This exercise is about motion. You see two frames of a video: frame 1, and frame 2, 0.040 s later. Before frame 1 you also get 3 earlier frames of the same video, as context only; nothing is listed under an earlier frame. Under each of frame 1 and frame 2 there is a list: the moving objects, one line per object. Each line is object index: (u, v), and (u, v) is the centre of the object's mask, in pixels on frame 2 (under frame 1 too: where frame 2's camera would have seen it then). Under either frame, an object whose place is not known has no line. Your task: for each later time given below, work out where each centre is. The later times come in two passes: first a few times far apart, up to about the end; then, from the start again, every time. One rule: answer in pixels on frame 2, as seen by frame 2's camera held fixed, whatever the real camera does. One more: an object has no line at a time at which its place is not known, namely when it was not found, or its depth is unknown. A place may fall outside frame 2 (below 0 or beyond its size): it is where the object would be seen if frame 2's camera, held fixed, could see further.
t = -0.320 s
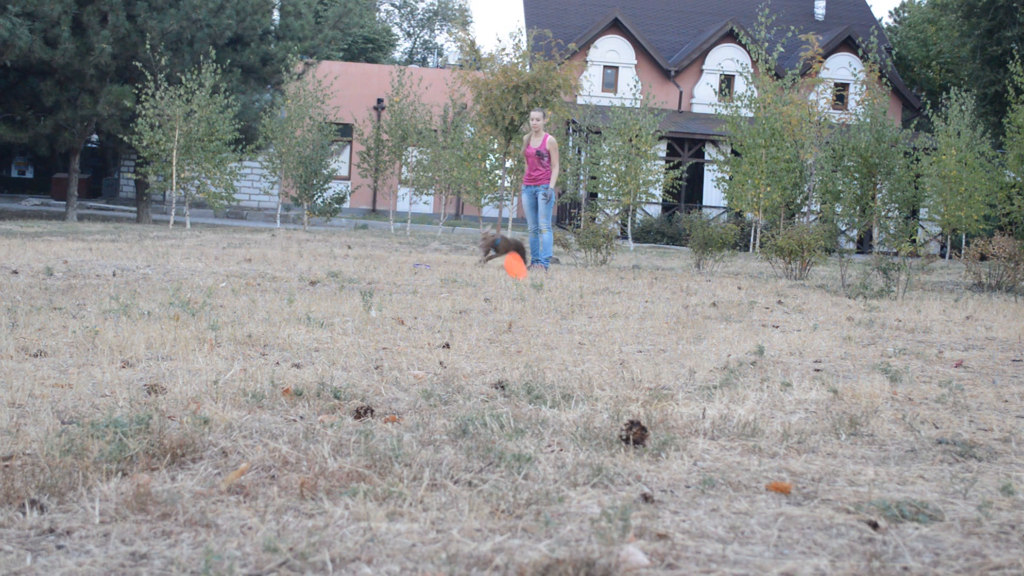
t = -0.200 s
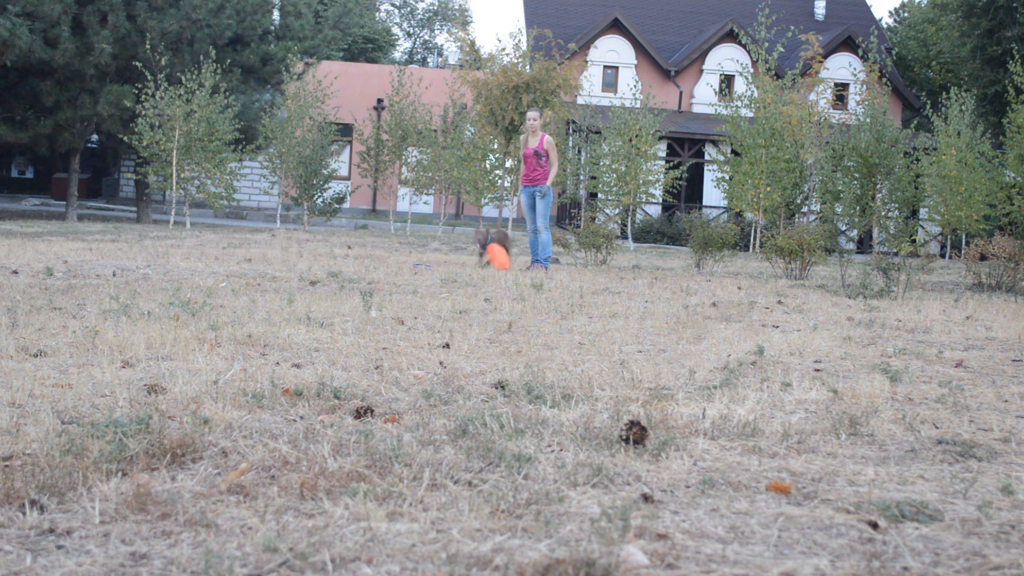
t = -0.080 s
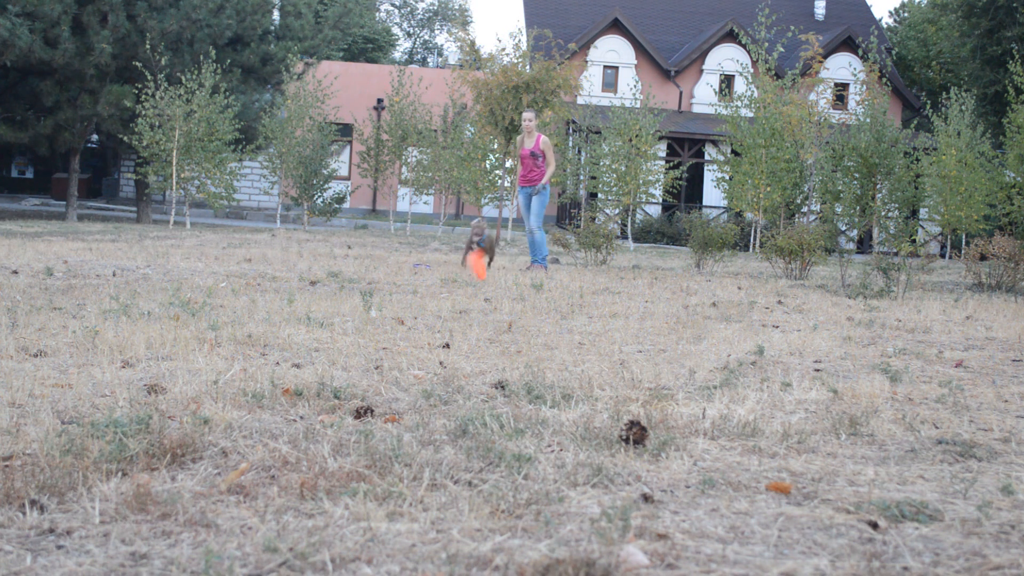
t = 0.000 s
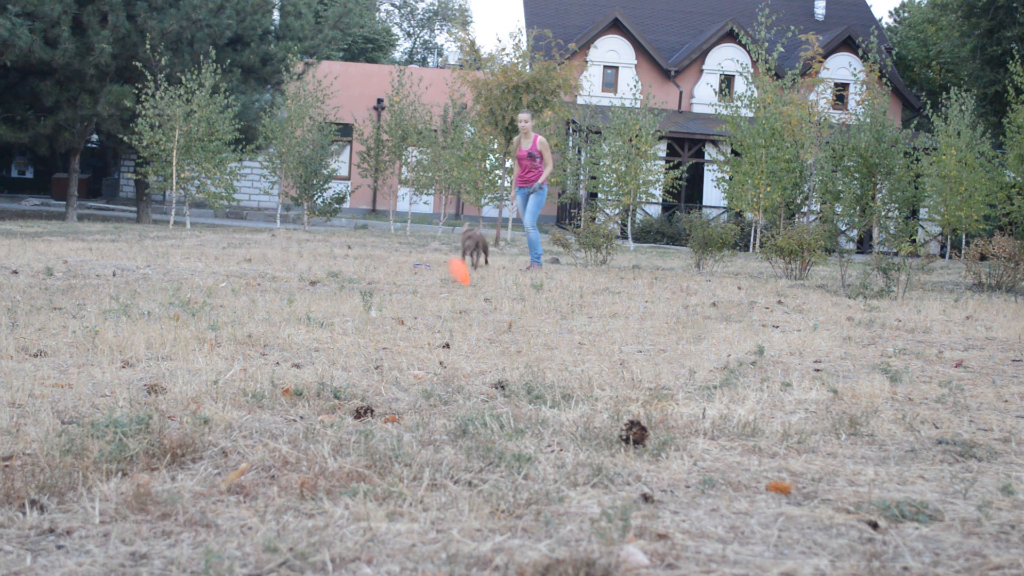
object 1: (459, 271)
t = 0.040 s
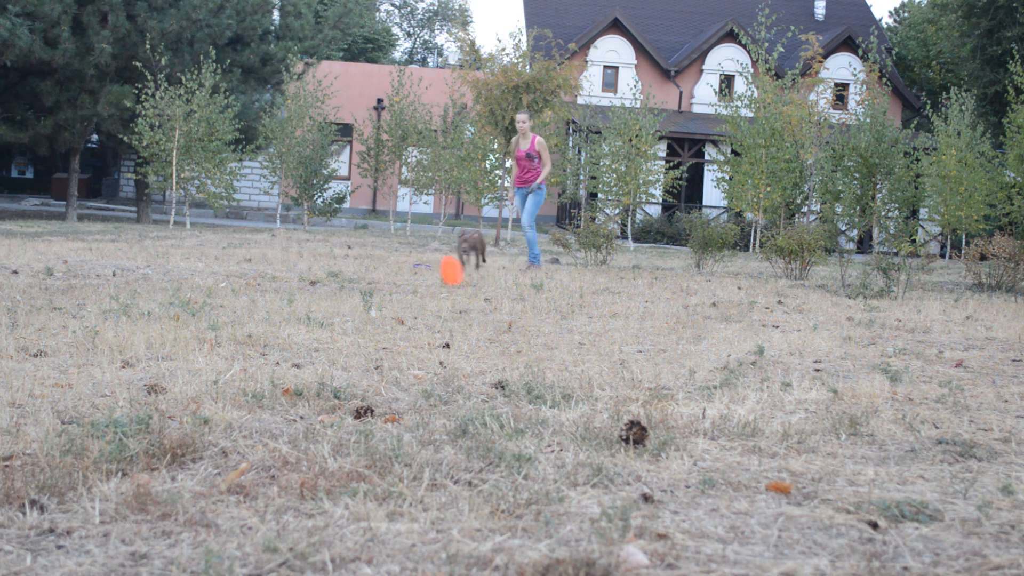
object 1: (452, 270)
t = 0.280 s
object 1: (375, 270)
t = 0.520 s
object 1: (276, 274)
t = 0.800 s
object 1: (130, 276)
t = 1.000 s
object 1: (15, 271)
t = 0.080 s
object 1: (440, 270)
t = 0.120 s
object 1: (430, 271)
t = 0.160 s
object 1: (416, 271)
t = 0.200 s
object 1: (404, 269)
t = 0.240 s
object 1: (389, 268)
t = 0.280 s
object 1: (375, 270)
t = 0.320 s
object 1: (360, 274)
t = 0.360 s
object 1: (345, 274)
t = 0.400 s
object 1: (328, 273)
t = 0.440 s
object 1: (312, 274)
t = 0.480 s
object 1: (295, 274)
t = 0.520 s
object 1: (276, 274)
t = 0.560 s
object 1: (258, 275)
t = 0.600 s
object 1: (238, 276)
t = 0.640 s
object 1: (218, 274)
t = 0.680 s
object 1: (196, 275)
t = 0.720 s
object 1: (175, 276)
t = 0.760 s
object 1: (153, 275)
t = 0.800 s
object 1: (130, 276)
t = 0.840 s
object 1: (108, 277)
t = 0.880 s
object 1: (84, 273)
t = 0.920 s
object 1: (60, 270)
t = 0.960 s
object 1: (36, 269)
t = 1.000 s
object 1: (15, 271)
